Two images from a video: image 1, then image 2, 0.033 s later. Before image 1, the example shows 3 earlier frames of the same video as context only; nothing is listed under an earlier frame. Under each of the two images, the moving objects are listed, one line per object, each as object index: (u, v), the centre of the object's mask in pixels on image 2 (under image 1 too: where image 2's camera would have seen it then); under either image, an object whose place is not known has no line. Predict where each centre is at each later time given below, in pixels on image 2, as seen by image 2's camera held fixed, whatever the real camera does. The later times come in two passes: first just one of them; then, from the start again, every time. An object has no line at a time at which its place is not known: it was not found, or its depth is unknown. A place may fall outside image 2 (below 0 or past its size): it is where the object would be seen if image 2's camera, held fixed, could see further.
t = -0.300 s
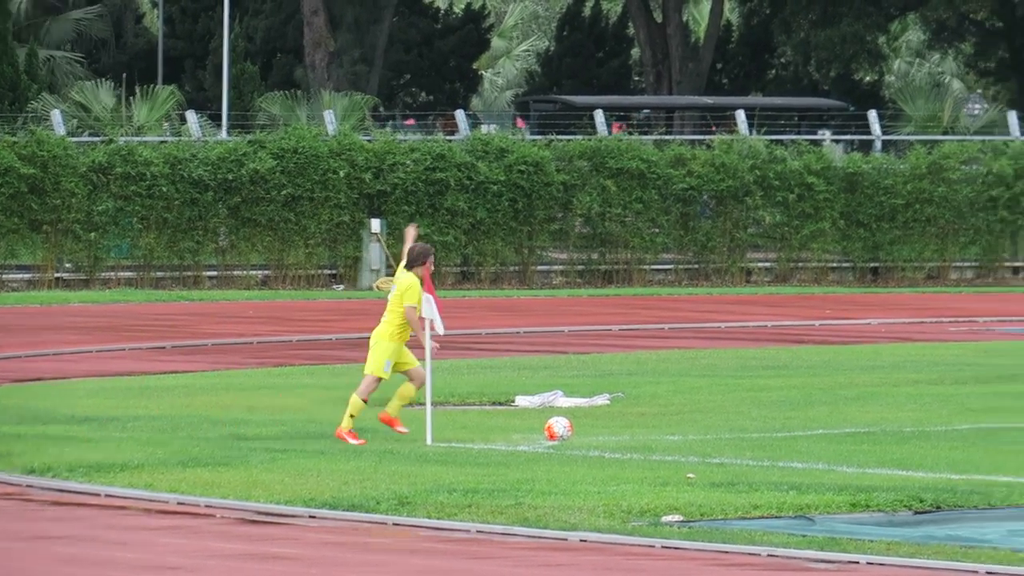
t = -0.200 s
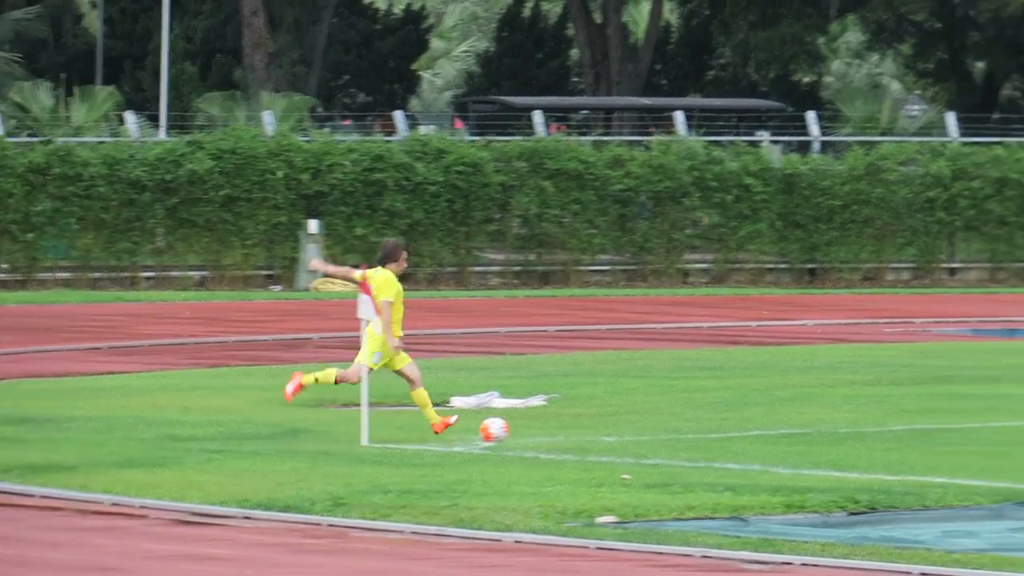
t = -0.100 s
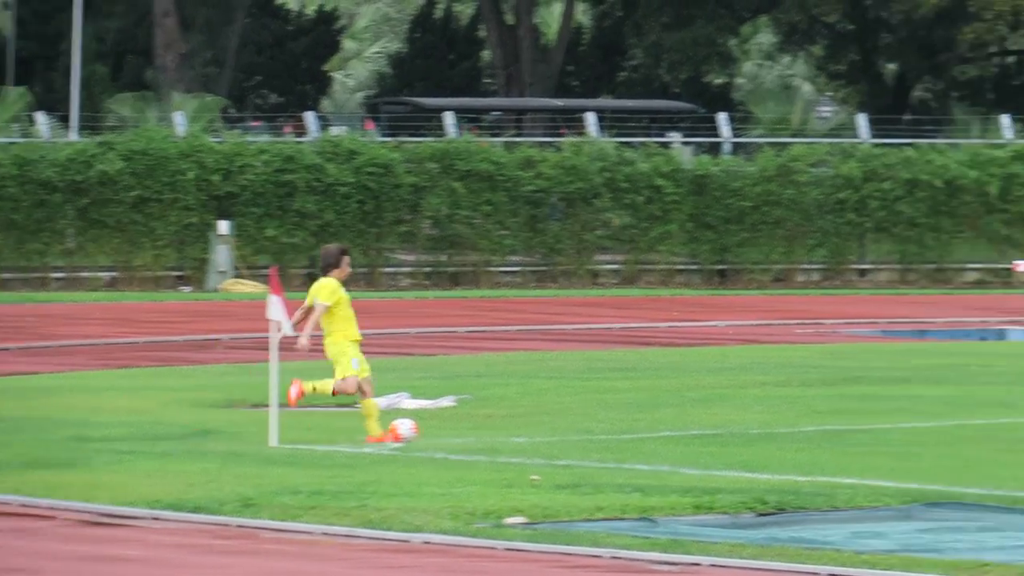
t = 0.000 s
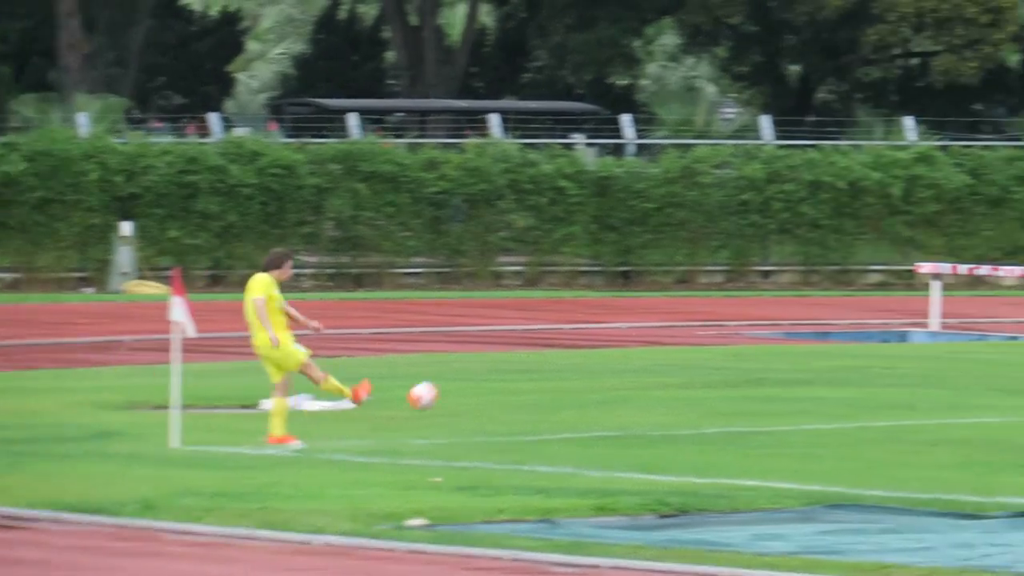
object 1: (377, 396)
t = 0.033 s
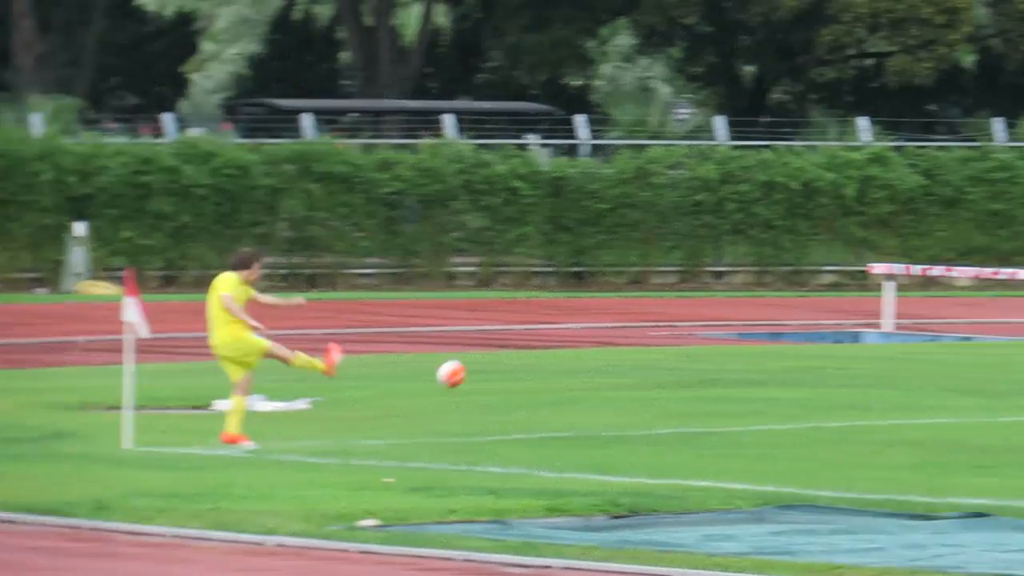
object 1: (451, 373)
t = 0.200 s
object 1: (793, 283)
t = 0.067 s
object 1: (518, 351)
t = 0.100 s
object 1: (589, 333)
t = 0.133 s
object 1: (658, 316)
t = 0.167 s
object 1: (727, 299)
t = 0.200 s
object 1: (793, 283)
